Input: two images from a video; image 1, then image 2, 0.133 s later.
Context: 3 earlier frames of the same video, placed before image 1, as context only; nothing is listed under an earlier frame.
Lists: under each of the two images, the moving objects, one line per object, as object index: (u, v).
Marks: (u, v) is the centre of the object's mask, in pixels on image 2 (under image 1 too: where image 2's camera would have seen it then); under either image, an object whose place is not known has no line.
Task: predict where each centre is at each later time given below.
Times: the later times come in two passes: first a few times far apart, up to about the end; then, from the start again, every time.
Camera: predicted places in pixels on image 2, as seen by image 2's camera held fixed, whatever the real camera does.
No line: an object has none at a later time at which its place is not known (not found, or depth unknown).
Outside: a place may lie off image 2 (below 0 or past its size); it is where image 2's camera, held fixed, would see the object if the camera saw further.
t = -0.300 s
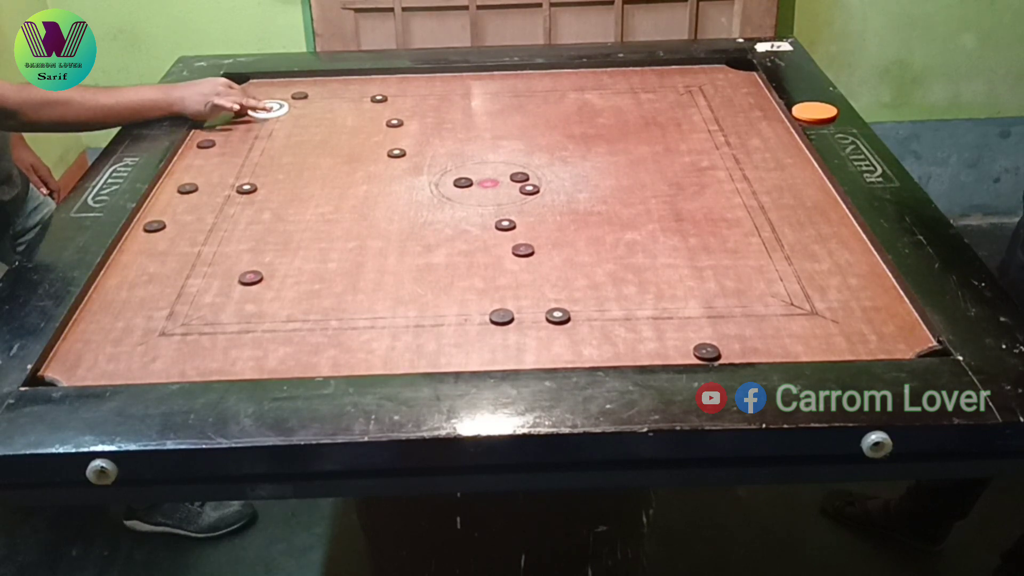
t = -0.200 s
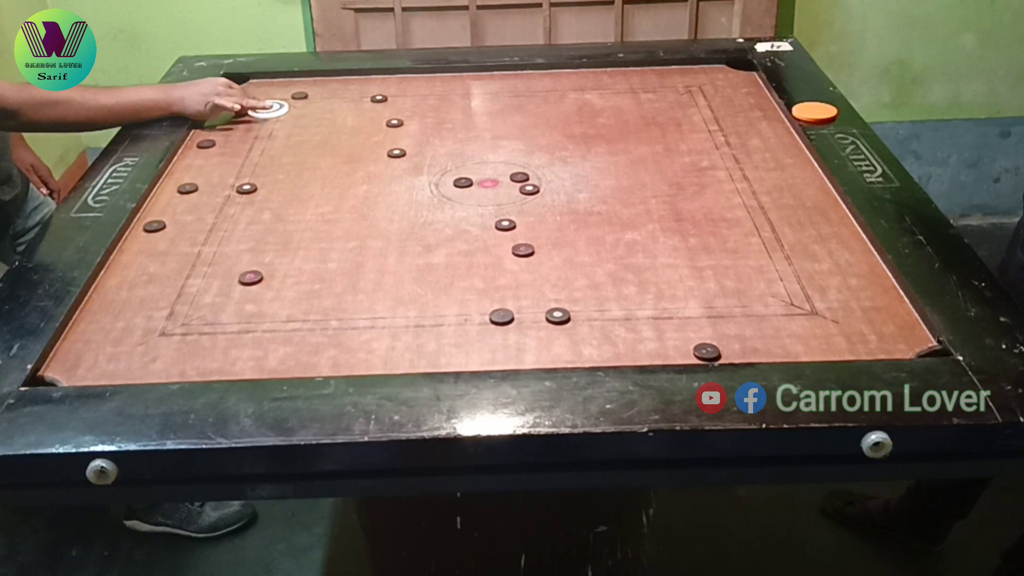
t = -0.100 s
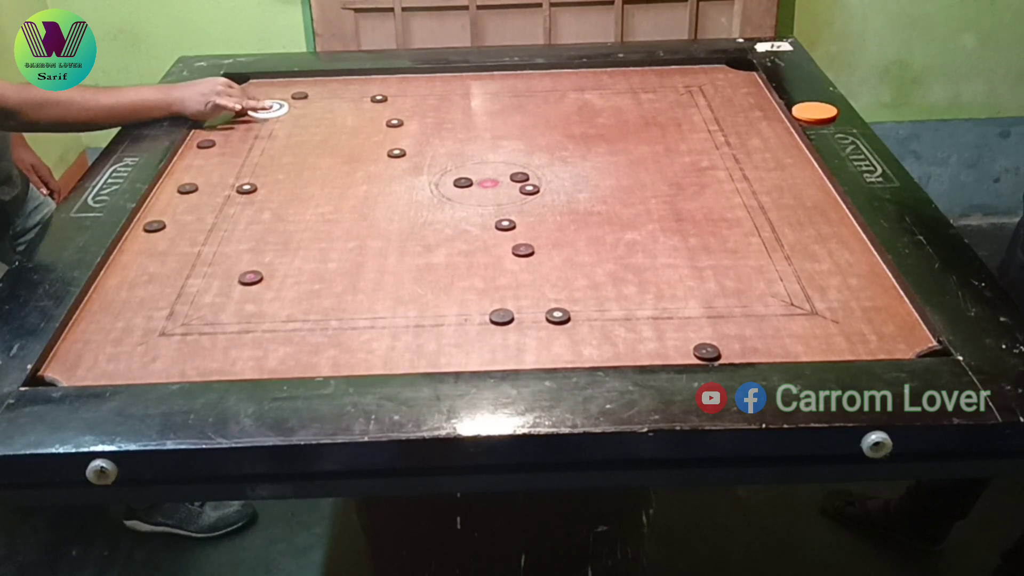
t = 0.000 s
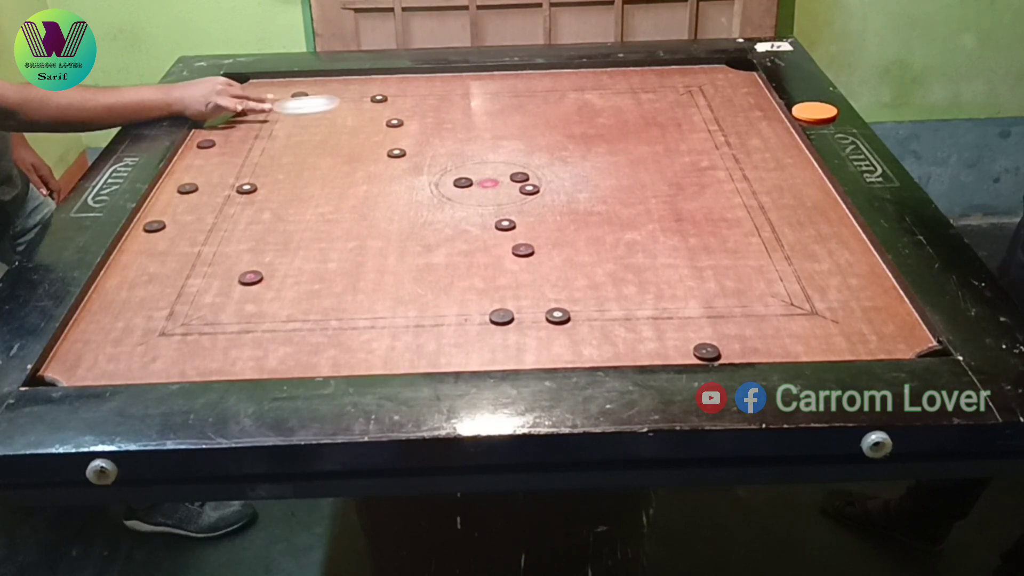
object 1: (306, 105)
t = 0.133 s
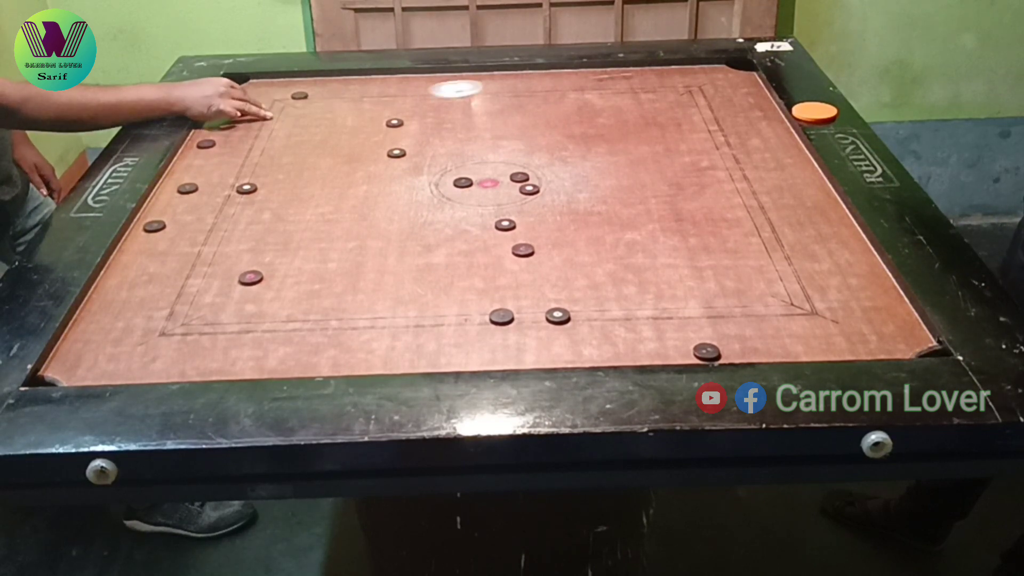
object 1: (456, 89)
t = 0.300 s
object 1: (597, 74)
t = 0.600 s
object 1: (680, 87)
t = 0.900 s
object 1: (565, 100)
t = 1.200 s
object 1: (526, 105)
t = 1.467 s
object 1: (526, 105)
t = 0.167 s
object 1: (486, 86)
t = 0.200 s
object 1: (516, 83)
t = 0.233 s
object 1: (544, 79)
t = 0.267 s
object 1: (570, 76)
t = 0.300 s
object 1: (597, 74)
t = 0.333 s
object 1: (624, 75)
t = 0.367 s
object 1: (650, 76)
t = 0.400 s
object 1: (676, 78)
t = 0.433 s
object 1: (701, 79)
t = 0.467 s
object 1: (728, 79)
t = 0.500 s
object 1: (732, 81)
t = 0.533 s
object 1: (714, 83)
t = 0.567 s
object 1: (696, 85)
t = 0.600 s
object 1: (680, 87)
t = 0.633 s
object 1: (664, 89)
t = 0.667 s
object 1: (649, 90)
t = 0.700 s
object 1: (634, 92)
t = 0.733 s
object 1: (620, 94)
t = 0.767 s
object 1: (607, 95)
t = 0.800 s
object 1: (594, 97)
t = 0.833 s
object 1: (583, 98)
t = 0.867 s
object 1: (574, 99)
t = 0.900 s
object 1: (565, 100)
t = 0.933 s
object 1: (557, 101)
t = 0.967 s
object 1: (549, 102)
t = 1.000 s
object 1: (542, 103)
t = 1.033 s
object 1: (536, 103)
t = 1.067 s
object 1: (532, 104)
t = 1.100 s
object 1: (528, 104)
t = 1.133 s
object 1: (526, 105)
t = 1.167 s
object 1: (526, 104)
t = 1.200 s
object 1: (526, 105)
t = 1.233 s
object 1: (526, 105)
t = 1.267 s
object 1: (526, 105)
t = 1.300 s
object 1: (526, 105)
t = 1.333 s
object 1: (526, 105)
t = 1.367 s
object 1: (526, 105)
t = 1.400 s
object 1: (526, 105)
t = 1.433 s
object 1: (526, 105)
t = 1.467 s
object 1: (526, 105)
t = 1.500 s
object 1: (526, 105)
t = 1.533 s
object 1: (526, 105)
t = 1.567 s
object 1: (526, 105)
